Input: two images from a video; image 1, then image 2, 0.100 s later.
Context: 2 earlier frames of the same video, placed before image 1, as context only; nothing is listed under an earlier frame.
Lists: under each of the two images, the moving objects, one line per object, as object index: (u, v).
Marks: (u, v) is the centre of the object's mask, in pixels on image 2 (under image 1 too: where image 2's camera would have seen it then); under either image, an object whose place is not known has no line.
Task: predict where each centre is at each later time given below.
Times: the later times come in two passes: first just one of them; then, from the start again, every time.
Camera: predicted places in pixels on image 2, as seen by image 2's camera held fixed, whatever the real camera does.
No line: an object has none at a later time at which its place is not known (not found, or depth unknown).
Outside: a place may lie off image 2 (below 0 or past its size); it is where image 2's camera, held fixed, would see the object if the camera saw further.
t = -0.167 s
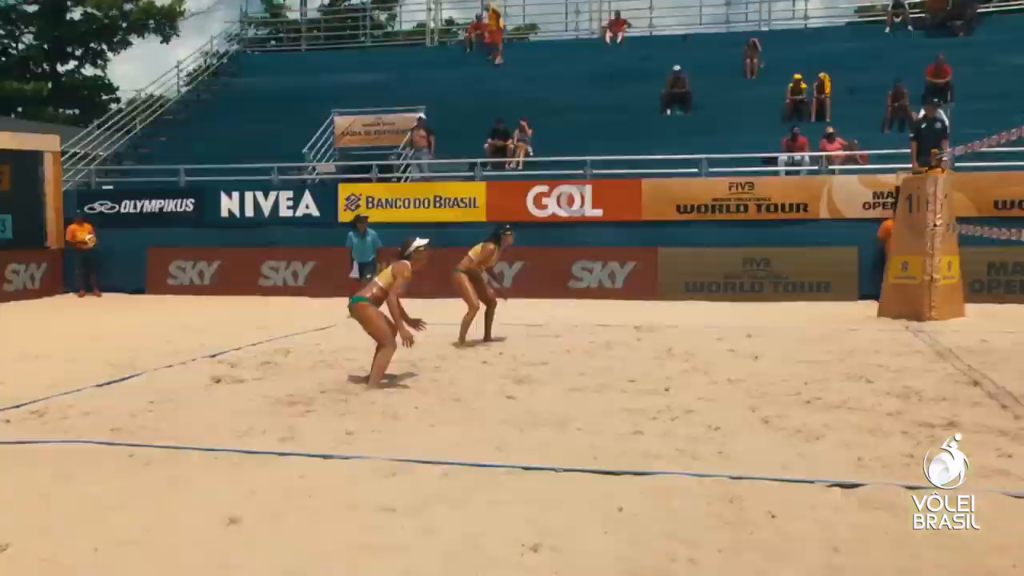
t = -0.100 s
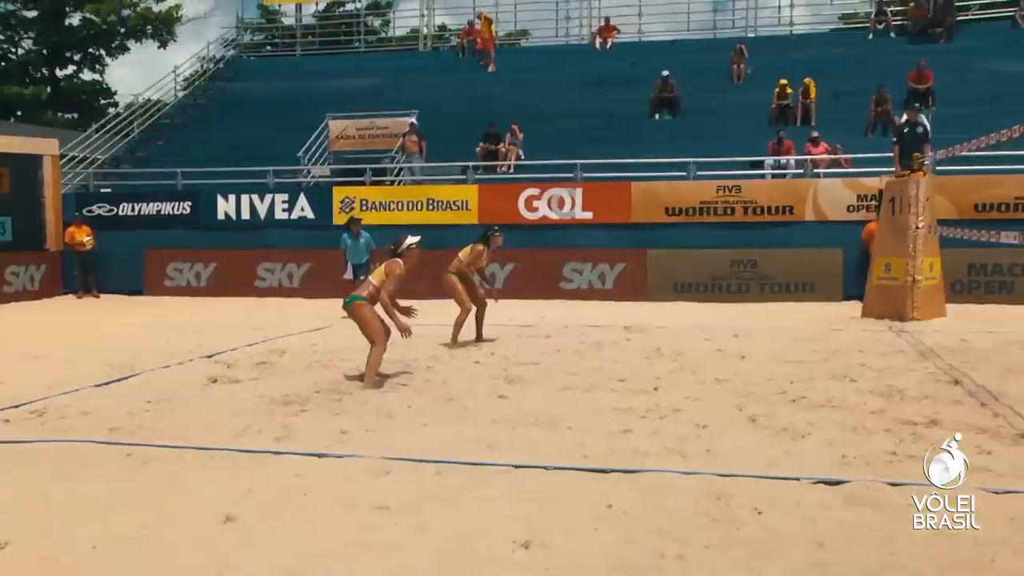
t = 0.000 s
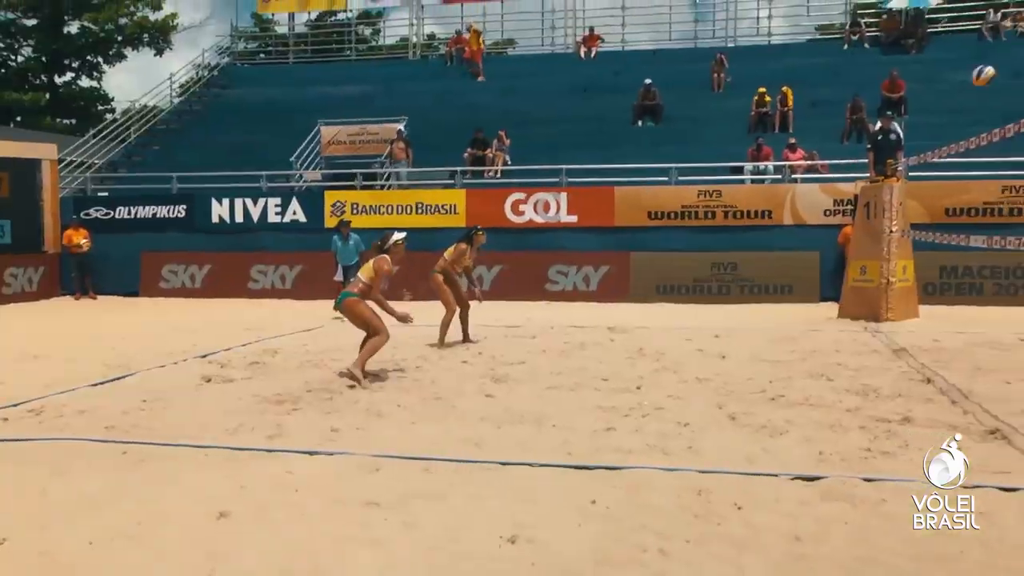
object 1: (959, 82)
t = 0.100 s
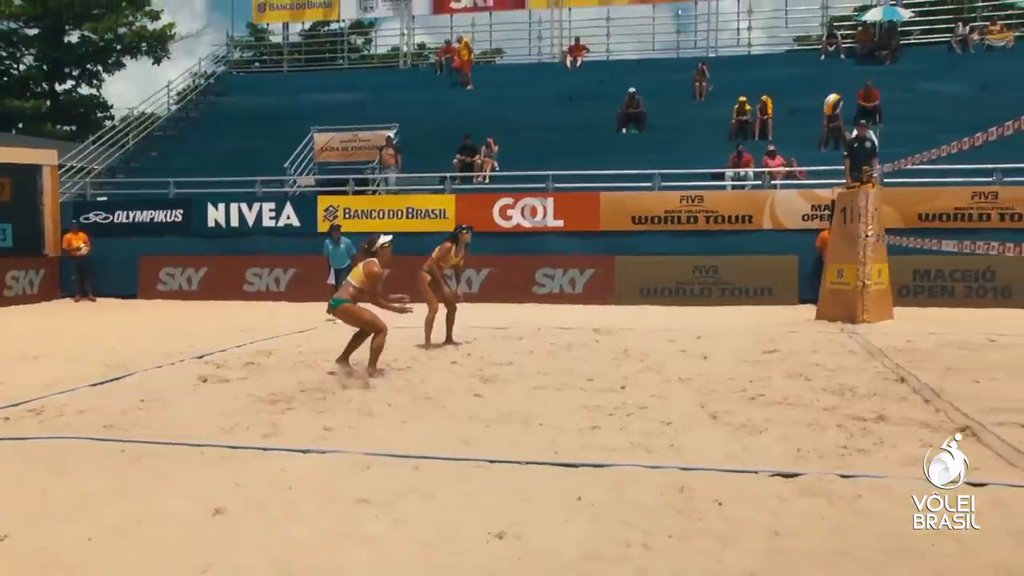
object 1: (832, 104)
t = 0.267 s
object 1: (634, 157)
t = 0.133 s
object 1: (792, 112)
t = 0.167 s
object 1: (752, 123)
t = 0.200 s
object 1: (712, 133)
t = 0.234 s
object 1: (673, 145)
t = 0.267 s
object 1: (634, 157)
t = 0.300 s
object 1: (595, 171)
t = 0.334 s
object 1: (556, 186)
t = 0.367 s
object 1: (516, 204)
